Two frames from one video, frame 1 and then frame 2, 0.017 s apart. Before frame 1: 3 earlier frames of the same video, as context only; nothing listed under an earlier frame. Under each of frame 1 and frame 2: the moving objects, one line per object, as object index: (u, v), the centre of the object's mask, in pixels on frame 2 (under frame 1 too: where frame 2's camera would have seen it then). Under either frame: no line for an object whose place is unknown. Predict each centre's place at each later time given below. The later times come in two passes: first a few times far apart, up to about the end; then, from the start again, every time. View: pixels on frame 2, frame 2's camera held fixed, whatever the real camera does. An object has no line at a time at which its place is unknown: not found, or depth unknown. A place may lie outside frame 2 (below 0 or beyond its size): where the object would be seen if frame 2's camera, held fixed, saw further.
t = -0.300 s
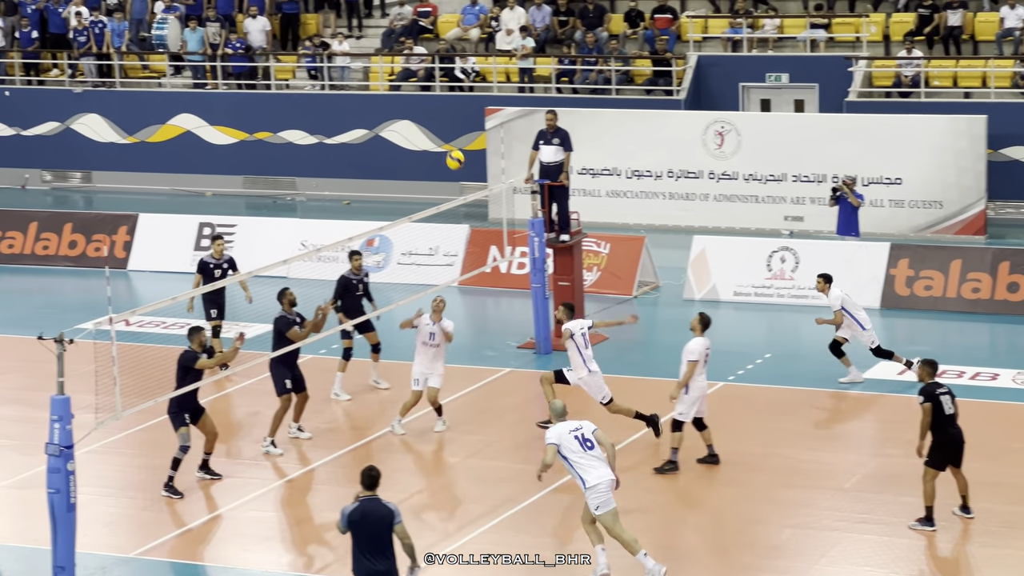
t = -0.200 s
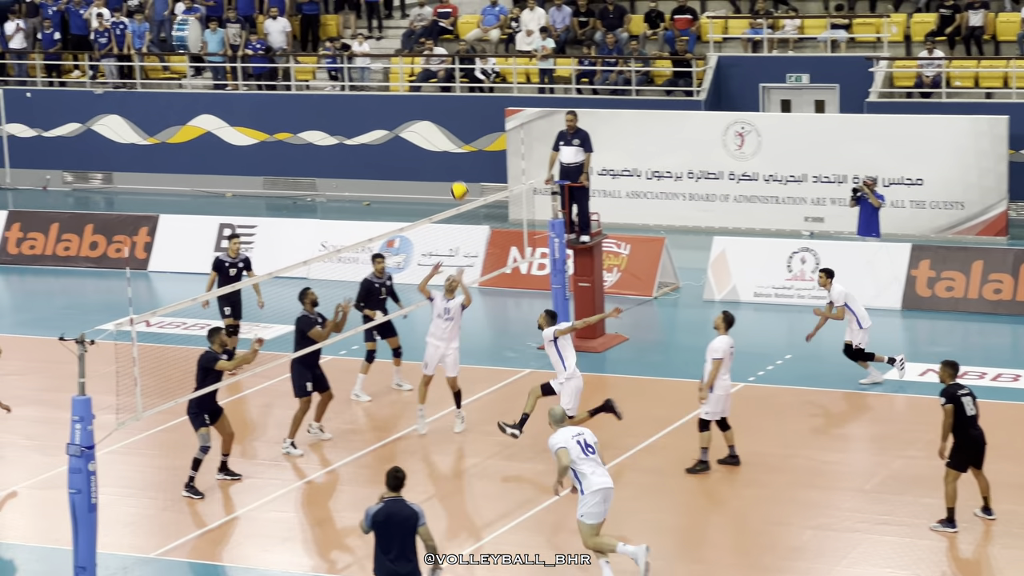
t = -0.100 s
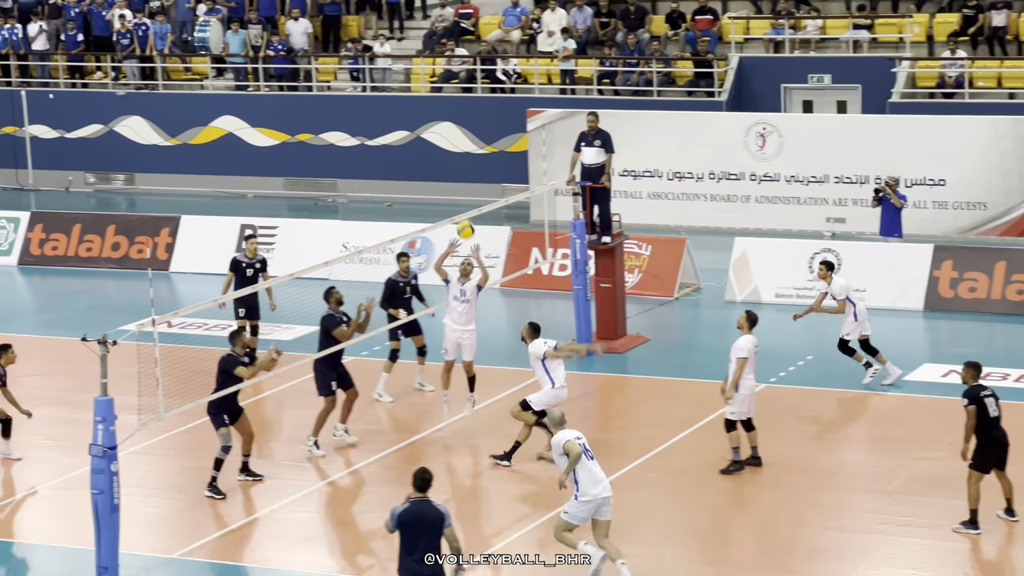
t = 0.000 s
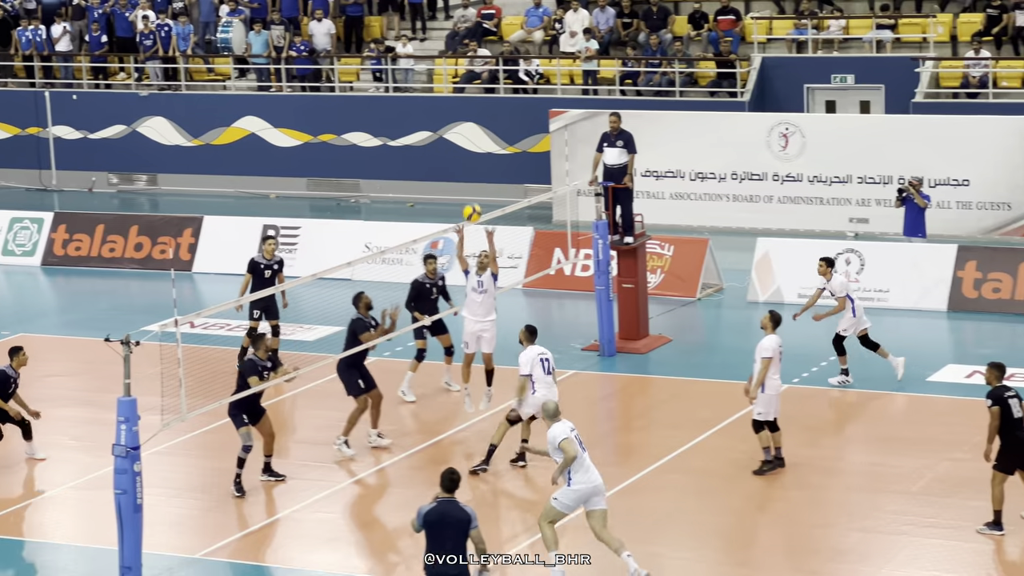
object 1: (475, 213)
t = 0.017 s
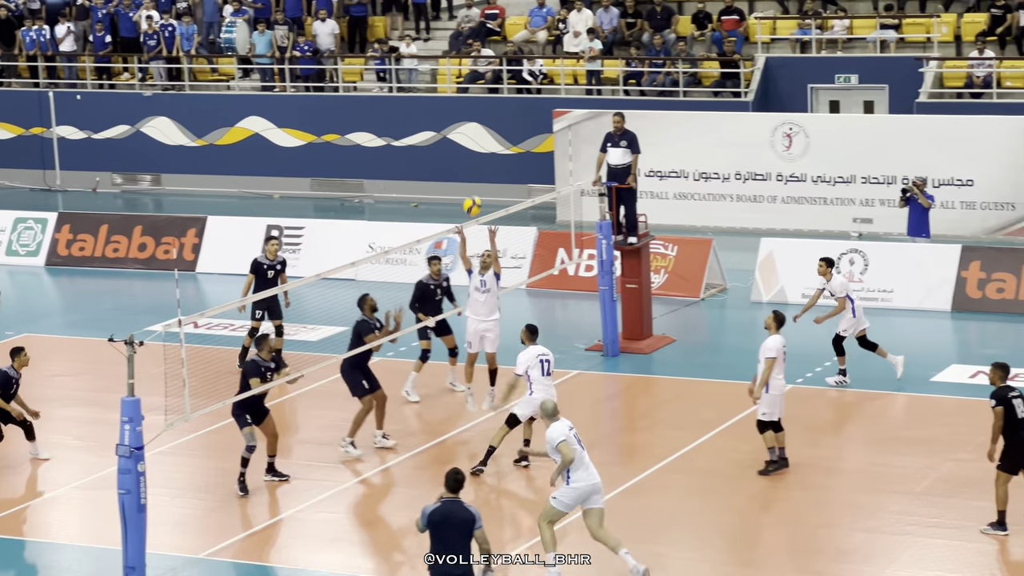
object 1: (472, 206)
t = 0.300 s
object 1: (414, 111)
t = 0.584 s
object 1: (358, 81)
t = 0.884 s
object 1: (300, 130)
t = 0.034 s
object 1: (469, 199)
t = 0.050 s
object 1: (465, 191)
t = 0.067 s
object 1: (461, 184)
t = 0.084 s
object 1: (458, 177)
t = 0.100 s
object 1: (454, 171)
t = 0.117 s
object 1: (451, 165)
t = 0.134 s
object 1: (447, 159)
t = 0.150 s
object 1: (444, 154)
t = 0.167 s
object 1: (441, 148)
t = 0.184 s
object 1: (437, 143)
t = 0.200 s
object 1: (434, 137)
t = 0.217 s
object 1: (431, 131)
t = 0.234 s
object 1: (427, 127)
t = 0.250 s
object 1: (424, 123)
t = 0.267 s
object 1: (420, 118)
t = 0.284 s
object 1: (417, 115)
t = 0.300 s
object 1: (414, 111)
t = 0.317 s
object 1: (410, 107)
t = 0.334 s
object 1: (407, 104)
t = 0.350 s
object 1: (404, 100)
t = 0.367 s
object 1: (401, 98)
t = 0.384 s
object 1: (397, 95)
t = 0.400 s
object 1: (394, 92)
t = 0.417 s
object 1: (391, 90)
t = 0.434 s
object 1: (388, 88)
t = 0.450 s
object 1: (384, 86)
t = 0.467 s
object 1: (381, 84)
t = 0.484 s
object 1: (378, 83)
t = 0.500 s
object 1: (375, 82)
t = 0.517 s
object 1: (371, 81)
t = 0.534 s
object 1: (368, 81)
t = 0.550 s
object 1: (365, 81)
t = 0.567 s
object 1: (361, 81)
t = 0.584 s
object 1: (358, 81)
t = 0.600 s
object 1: (354, 81)
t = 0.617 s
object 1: (351, 82)
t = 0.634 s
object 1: (348, 83)
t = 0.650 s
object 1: (345, 84)
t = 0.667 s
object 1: (341, 86)
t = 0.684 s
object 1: (338, 88)
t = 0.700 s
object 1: (335, 90)
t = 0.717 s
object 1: (332, 92)
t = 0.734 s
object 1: (328, 95)
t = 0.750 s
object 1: (325, 98)
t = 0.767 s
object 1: (322, 101)
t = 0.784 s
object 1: (319, 104)
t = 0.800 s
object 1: (315, 108)
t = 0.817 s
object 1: (312, 112)
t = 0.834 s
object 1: (309, 116)
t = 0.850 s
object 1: (306, 121)
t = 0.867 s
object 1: (303, 125)
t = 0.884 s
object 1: (300, 130)
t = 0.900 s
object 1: (297, 136)
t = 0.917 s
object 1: (293, 143)
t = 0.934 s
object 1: (290, 149)
